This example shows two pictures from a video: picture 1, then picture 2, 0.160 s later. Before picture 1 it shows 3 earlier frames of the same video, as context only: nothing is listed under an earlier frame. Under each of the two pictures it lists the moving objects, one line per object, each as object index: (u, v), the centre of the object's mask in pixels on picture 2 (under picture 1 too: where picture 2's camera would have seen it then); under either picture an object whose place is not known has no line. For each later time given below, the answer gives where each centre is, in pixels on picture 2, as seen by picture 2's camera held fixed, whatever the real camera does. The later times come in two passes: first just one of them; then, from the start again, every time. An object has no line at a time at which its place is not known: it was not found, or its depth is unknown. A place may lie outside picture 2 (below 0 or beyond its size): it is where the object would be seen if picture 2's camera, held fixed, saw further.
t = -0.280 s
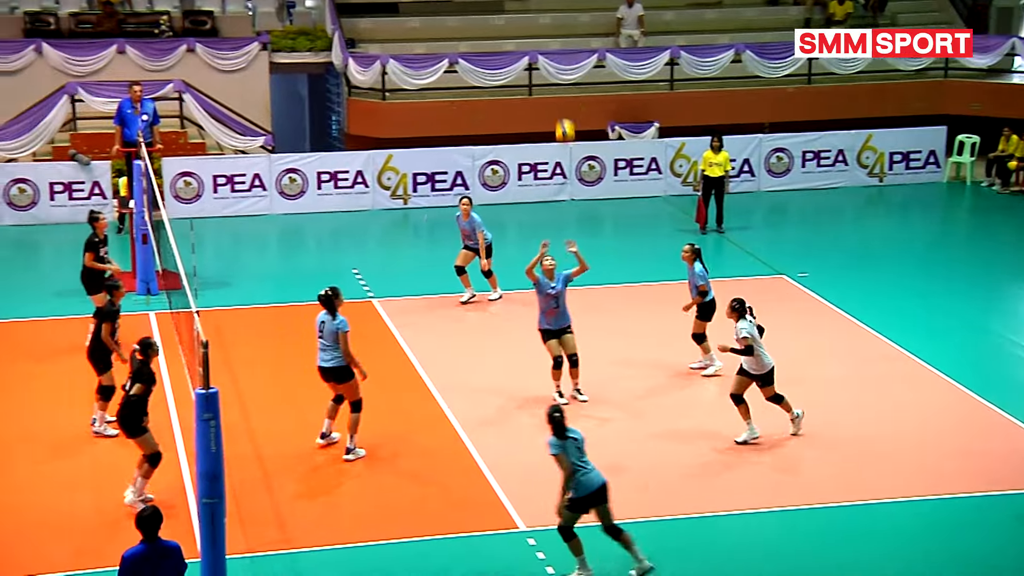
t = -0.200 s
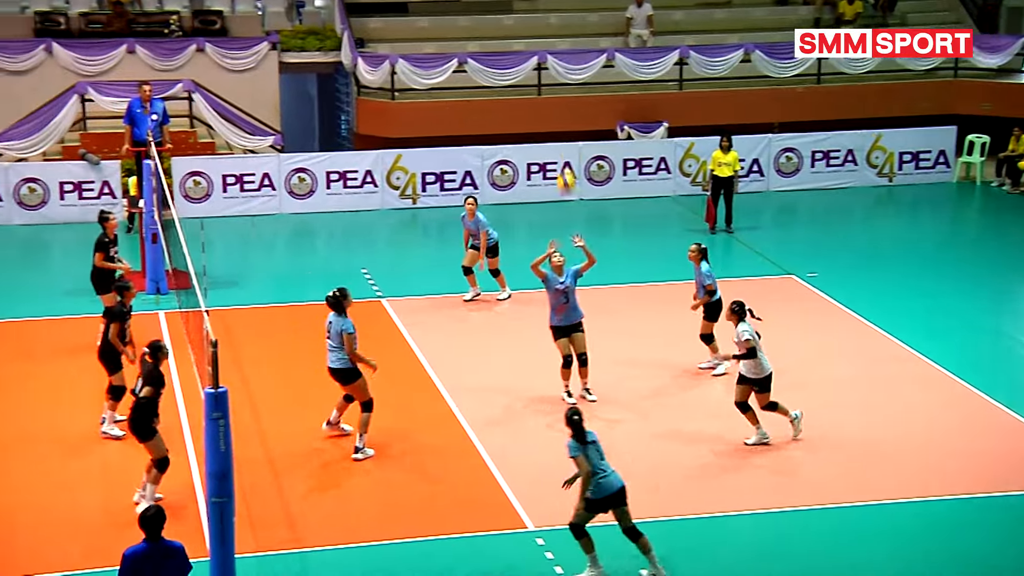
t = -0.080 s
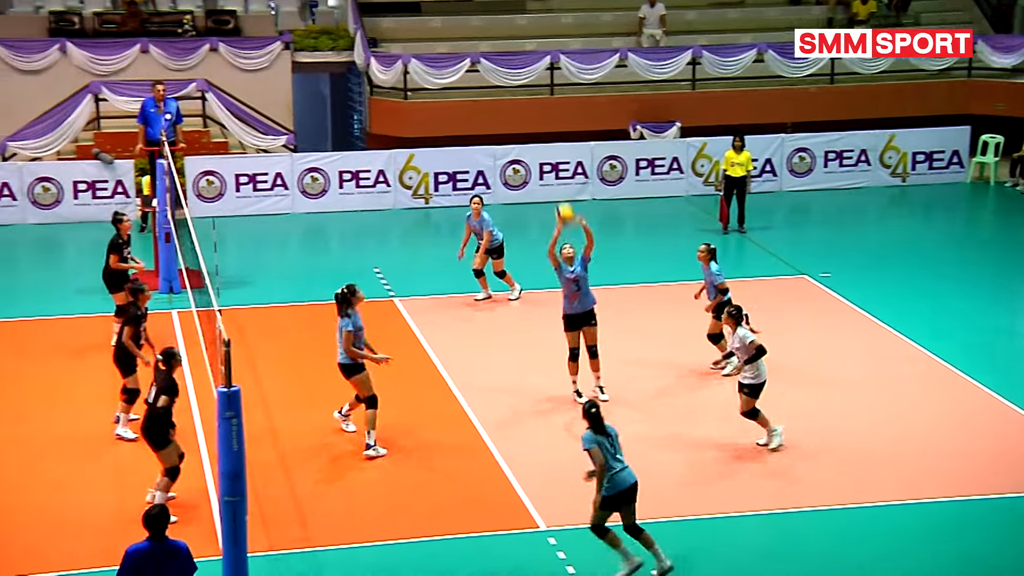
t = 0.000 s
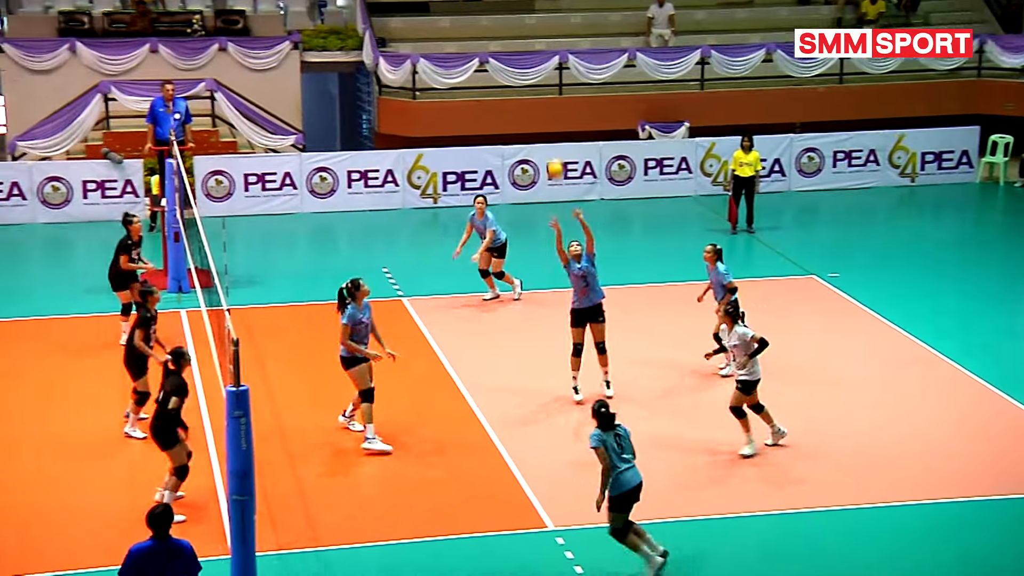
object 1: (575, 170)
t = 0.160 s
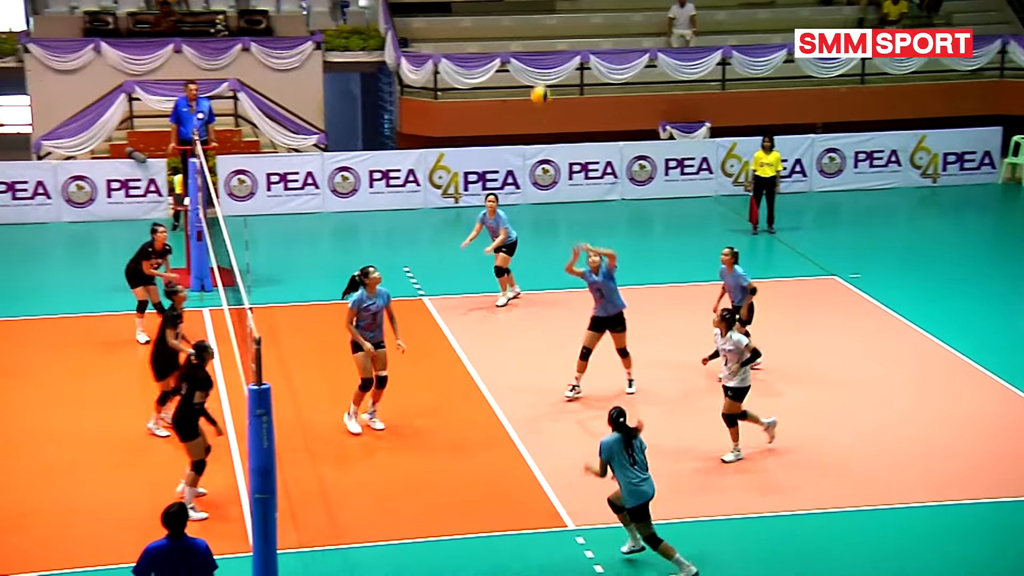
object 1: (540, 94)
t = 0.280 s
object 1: (514, 53)
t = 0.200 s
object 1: (532, 80)
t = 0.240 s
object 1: (523, 65)
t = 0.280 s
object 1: (514, 53)
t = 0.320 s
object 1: (505, 42)
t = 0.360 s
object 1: (497, 32)
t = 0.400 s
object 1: (487, 25)
